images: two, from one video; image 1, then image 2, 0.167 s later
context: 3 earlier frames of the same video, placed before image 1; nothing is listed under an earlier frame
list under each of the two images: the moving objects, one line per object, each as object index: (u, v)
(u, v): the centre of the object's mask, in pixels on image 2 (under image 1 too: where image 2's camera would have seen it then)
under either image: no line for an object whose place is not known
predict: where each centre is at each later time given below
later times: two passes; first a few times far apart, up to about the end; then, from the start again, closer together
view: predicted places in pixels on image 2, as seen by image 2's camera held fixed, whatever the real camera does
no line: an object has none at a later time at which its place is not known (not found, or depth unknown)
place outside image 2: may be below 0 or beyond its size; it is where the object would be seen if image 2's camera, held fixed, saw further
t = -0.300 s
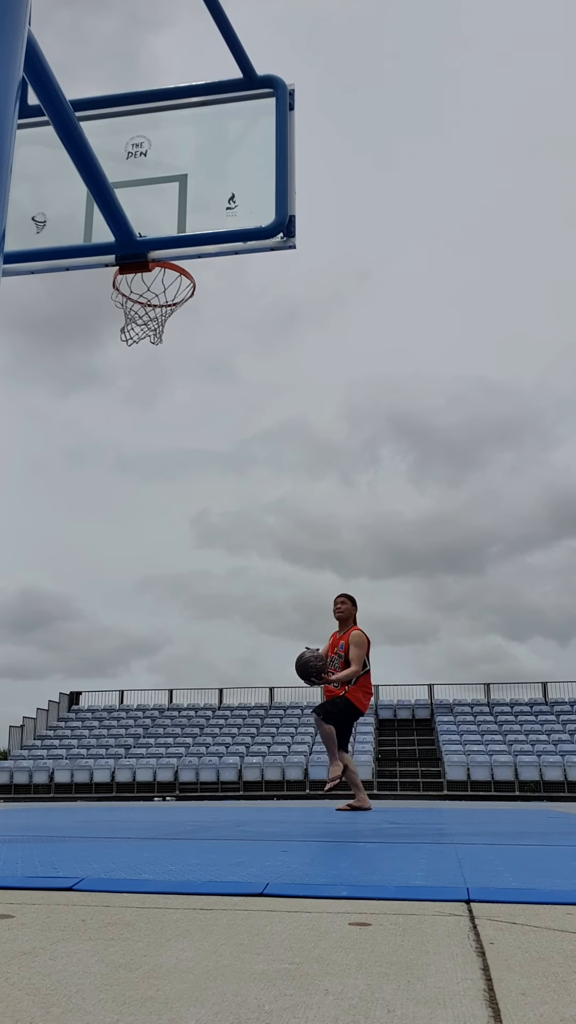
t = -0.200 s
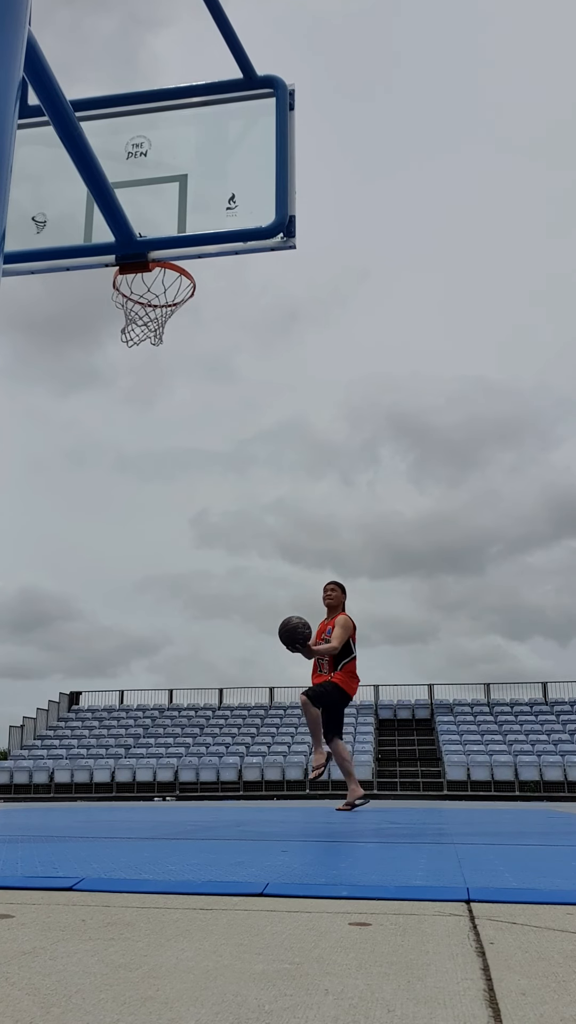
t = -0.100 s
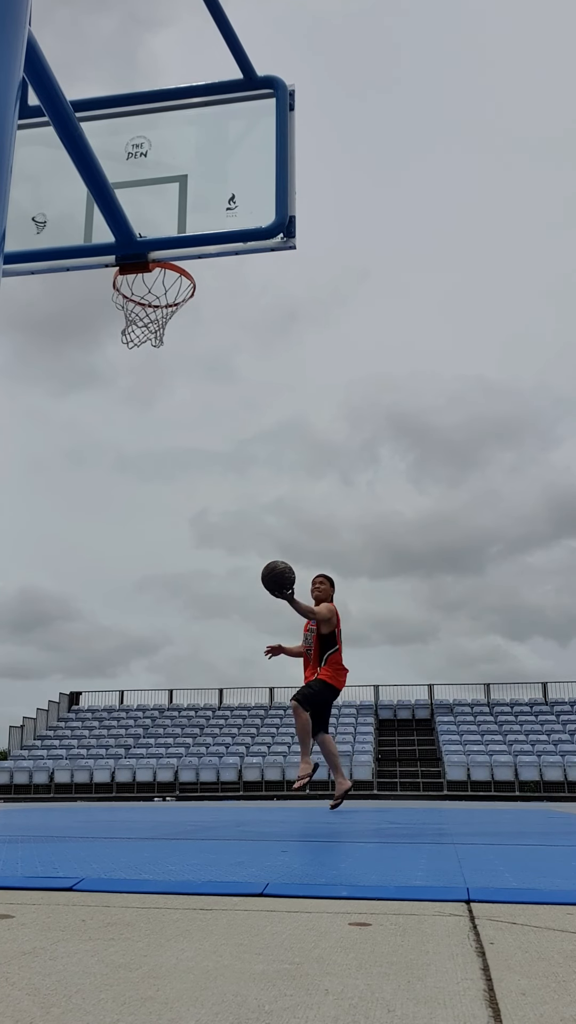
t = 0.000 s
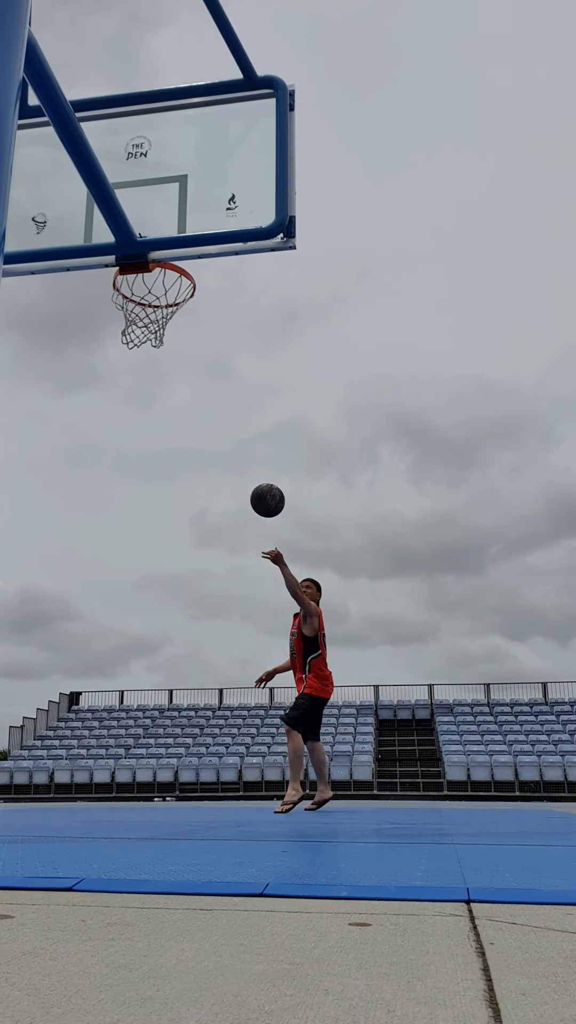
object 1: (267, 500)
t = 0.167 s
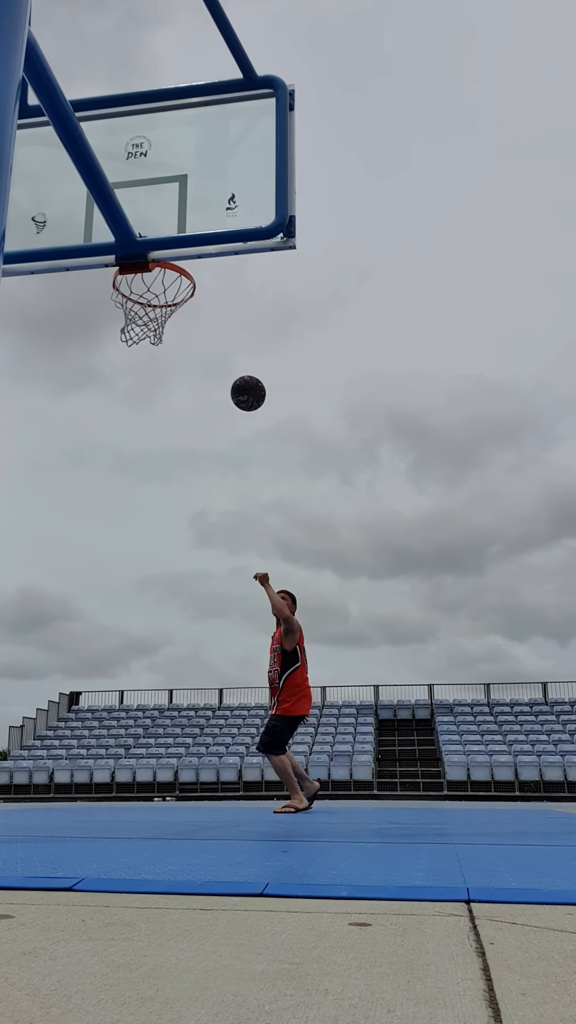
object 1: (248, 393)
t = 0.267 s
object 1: (236, 344)
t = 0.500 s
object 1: (205, 273)
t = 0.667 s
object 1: (184, 264)
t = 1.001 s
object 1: (134, 284)
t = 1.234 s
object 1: (170, 286)
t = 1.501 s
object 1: (169, 275)
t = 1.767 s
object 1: (131, 313)
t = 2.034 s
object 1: (159, 340)
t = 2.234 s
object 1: (167, 375)
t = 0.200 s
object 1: (244, 375)
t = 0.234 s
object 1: (240, 359)
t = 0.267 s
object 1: (236, 344)
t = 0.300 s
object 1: (232, 330)
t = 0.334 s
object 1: (227, 317)
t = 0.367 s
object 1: (223, 305)
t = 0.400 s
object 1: (218, 295)
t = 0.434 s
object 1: (214, 286)
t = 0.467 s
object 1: (209, 278)
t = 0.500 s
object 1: (205, 273)
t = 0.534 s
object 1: (202, 270)
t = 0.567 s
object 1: (198, 269)
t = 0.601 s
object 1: (195, 268)
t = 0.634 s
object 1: (186, 270)
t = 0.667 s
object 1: (184, 264)
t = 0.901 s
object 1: (136, 276)
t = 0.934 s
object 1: (134, 279)
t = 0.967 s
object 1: (135, 281)
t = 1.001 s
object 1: (134, 284)
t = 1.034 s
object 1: (139, 285)
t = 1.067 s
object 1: (143, 287)
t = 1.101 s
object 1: (149, 287)
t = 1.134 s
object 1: (155, 287)
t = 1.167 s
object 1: (161, 286)
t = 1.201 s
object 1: (166, 286)
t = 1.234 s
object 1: (170, 286)
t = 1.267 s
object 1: (171, 285)
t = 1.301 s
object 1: (177, 281)
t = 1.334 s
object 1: (179, 279)
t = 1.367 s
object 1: (180, 277)
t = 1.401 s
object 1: (180, 276)
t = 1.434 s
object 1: (177, 275)
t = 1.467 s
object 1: (174, 274)
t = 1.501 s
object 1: (169, 275)
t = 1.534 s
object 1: (162, 277)
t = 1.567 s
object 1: (157, 277)
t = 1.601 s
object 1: (151, 279)
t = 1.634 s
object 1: (145, 281)
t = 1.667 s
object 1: (136, 288)
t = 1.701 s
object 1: (133, 294)
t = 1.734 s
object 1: (131, 304)
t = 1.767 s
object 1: (131, 313)
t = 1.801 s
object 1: (133, 319)
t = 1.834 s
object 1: (135, 324)
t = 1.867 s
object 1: (138, 328)
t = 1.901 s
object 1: (142, 332)
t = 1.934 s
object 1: (147, 334)
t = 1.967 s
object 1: (151, 336)
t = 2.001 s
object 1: (156, 338)
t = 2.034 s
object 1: (159, 340)
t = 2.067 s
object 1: (161, 342)
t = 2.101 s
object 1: (163, 346)
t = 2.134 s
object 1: (164, 350)
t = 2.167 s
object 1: (165, 357)
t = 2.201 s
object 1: (166, 365)
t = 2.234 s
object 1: (167, 375)
